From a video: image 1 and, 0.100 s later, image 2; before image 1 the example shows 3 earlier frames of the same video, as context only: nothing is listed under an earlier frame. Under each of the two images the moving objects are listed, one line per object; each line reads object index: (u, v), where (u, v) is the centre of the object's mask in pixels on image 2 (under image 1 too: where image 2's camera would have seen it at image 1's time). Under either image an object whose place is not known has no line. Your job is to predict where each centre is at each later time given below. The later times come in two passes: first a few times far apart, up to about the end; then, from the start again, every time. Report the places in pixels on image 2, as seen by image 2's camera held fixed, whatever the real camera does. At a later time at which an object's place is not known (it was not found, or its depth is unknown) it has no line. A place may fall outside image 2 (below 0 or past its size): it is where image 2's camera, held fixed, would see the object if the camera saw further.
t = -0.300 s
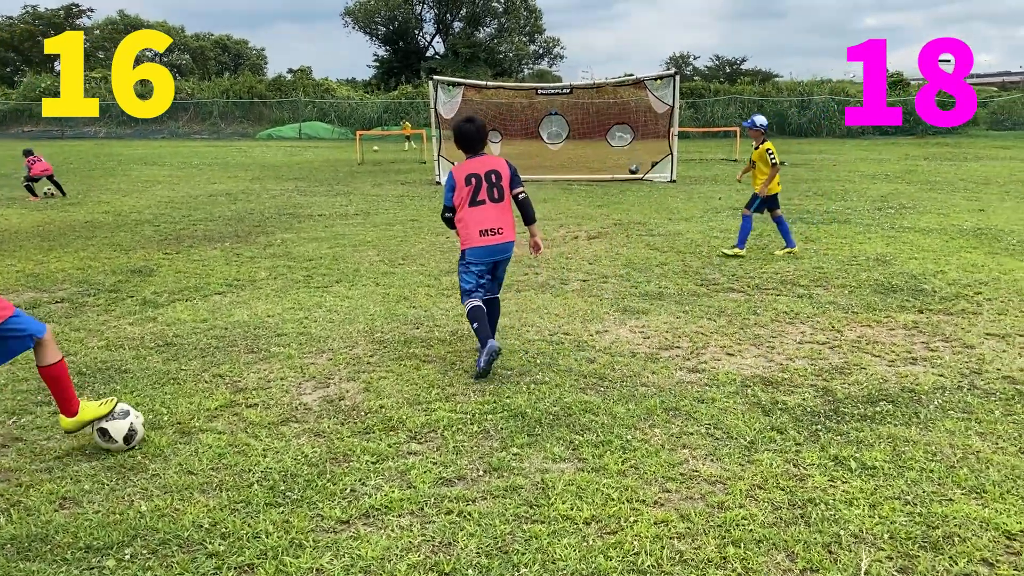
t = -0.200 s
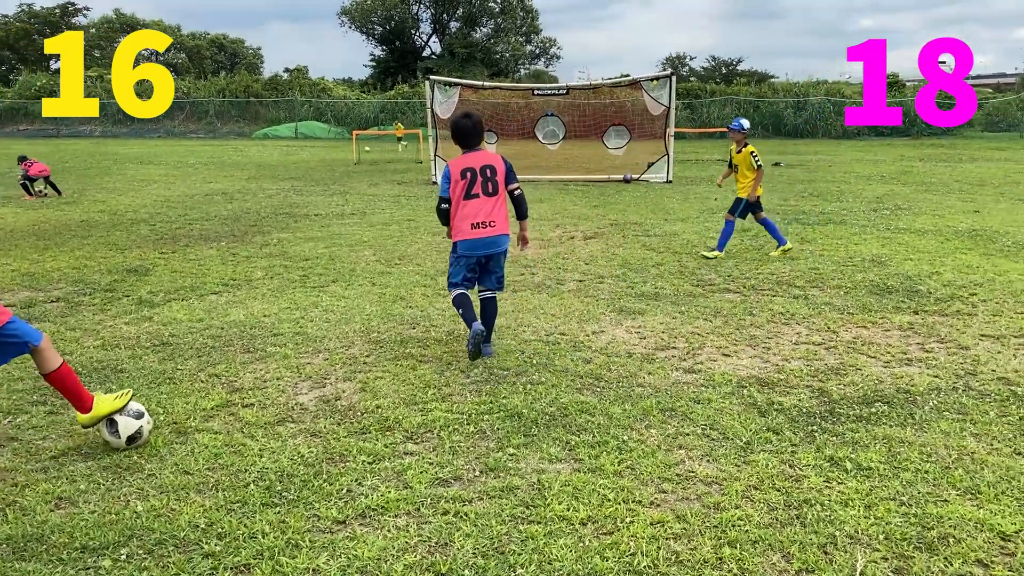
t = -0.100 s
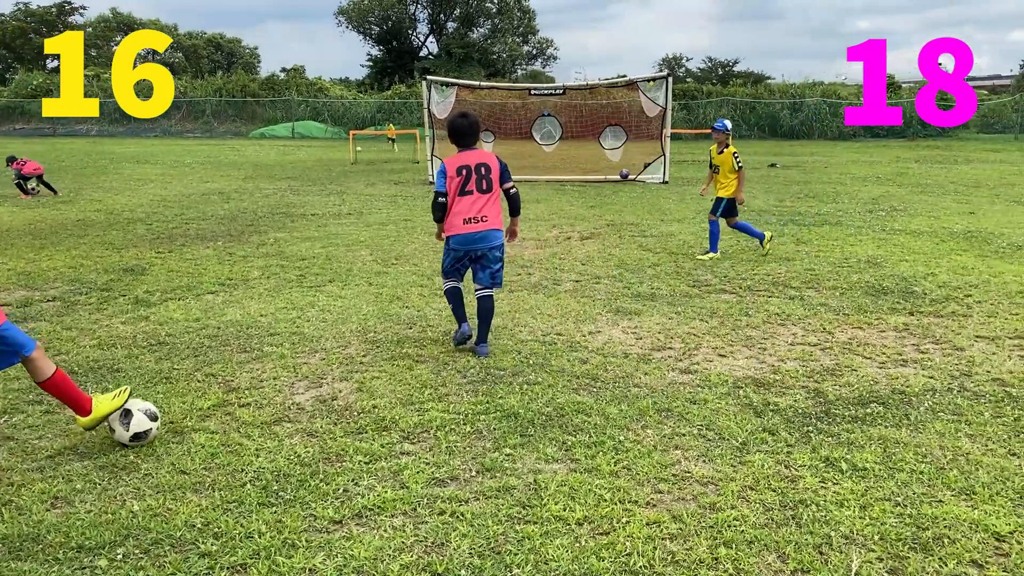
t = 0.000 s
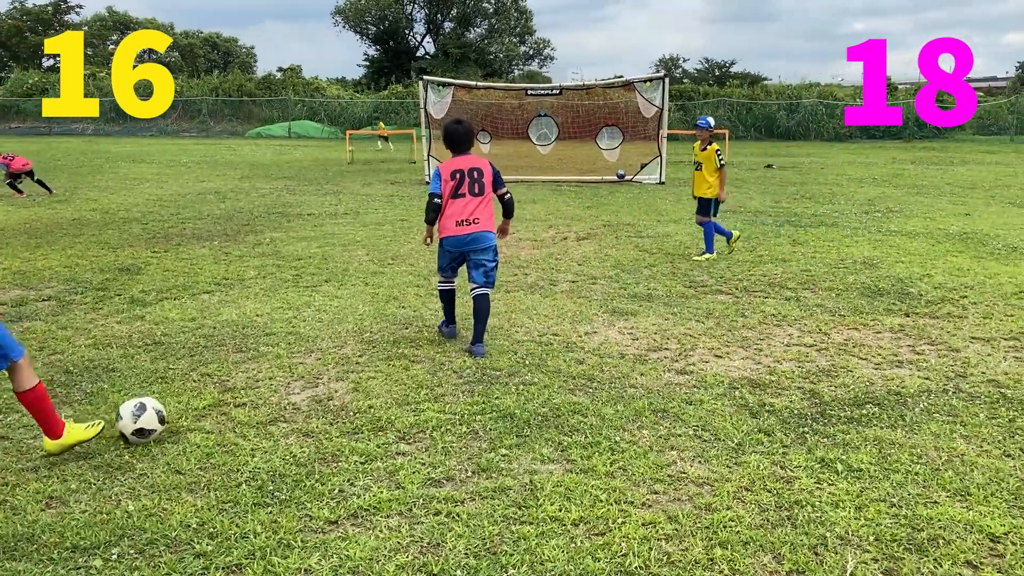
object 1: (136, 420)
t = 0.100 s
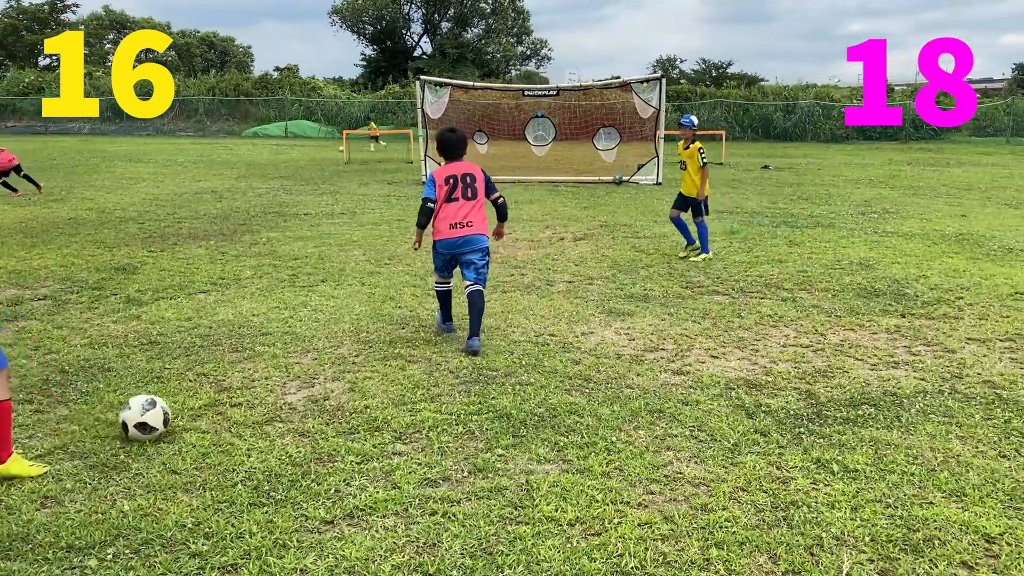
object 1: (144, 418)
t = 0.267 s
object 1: (157, 415)
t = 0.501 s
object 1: (172, 412)
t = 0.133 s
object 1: (147, 417)
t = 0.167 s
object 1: (149, 417)
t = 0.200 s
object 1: (152, 416)
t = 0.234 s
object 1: (154, 416)
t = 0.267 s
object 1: (157, 415)
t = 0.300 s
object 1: (160, 416)
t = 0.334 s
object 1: (163, 415)
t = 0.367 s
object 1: (164, 414)
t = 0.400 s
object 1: (166, 413)
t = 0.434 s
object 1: (168, 412)
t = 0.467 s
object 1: (170, 411)
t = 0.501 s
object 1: (172, 412)
